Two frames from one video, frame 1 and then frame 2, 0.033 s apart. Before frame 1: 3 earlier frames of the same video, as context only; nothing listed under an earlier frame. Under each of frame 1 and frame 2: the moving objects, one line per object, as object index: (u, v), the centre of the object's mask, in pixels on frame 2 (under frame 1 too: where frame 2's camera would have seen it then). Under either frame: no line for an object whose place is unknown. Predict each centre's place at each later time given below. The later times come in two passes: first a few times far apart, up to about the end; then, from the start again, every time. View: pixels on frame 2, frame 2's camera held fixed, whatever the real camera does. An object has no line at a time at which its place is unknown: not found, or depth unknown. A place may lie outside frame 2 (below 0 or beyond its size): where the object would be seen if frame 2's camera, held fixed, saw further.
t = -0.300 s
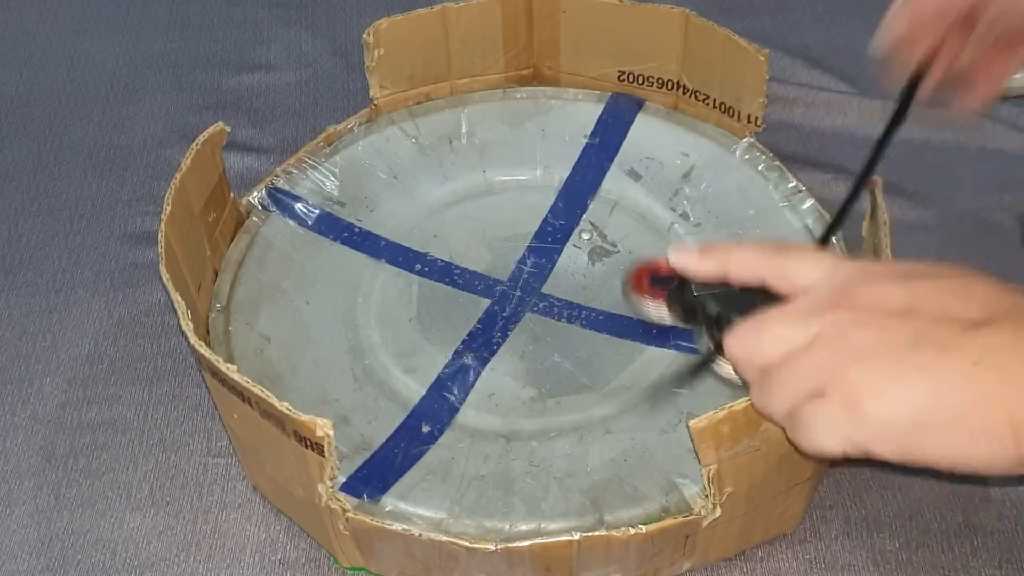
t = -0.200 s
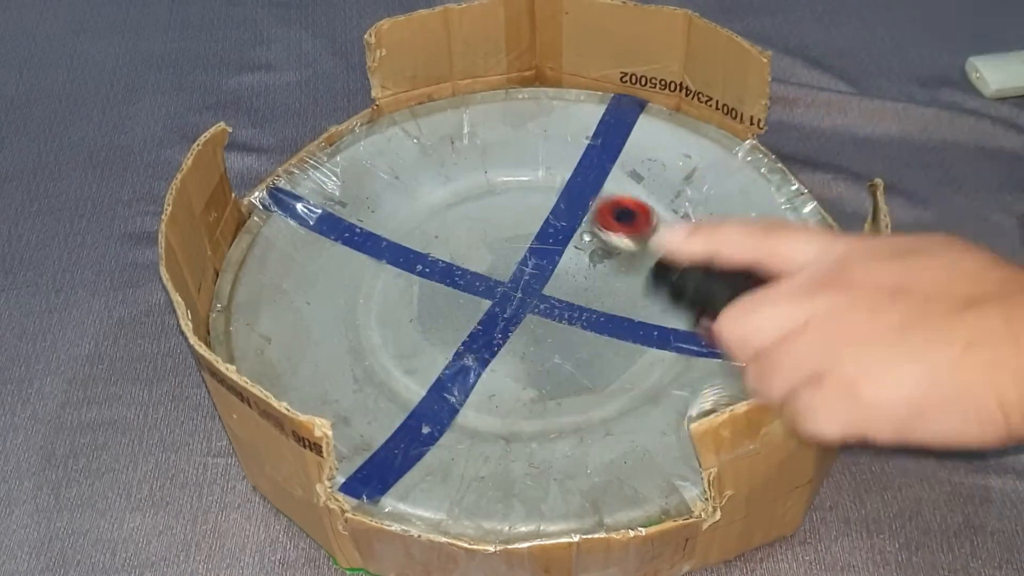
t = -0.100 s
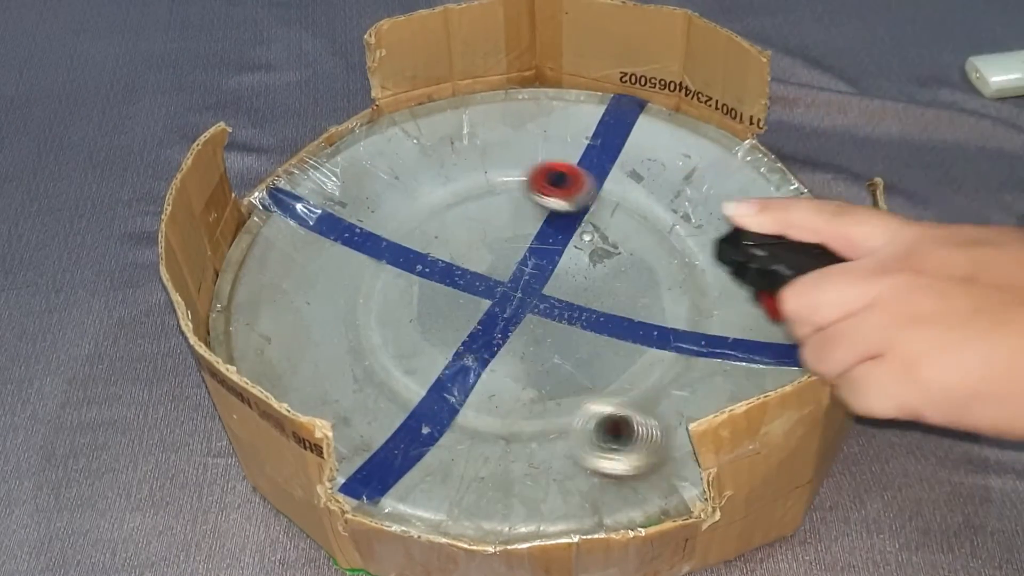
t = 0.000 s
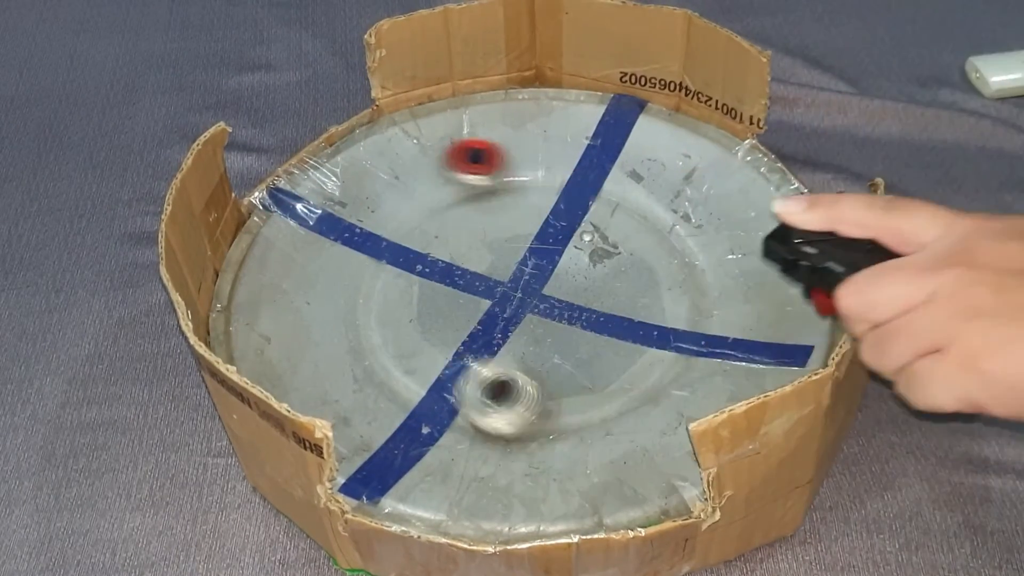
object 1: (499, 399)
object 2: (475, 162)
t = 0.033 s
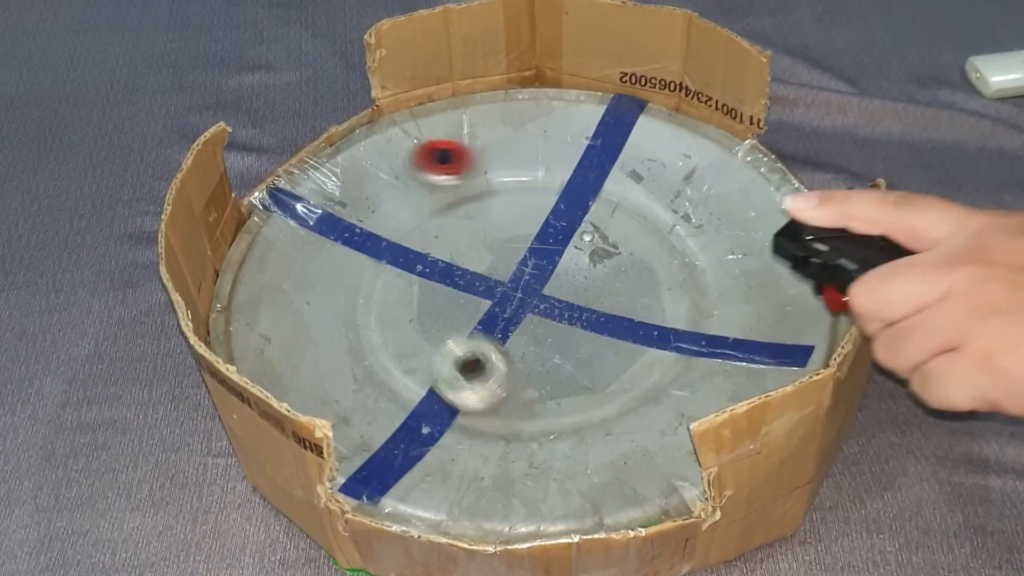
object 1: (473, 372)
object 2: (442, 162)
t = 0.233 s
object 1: (405, 245)
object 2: (281, 221)
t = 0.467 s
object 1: (473, 121)
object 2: (345, 388)
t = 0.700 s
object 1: (579, 87)
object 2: (589, 368)
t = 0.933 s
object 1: (625, 140)
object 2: (607, 231)
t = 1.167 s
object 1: (663, 151)
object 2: (587, 289)
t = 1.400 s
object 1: (643, 214)
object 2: (550, 302)
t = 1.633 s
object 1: (593, 209)
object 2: (494, 214)
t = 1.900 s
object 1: (503, 228)
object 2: (361, 237)
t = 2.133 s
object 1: (430, 242)
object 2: (443, 326)
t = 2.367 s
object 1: (390, 229)
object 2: (594, 270)
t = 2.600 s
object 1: (387, 225)
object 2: (524, 209)
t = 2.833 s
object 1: (369, 247)
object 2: (434, 214)
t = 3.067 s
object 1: (269, 340)
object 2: (452, 214)
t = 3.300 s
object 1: (272, 299)
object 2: (483, 239)
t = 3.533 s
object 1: (331, 311)
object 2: (534, 207)
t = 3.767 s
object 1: (380, 340)
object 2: (512, 202)
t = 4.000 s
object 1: (445, 393)
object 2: (504, 246)
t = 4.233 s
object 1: (499, 407)
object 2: (530, 266)
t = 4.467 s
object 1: (547, 392)
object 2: (592, 302)
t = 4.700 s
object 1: (587, 368)
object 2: (663, 288)
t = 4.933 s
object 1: (659, 332)
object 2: (618, 252)
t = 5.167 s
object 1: (697, 317)
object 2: (553, 314)
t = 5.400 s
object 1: (688, 270)
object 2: (626, 367)
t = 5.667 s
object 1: (682, 226)
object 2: (636, 281)
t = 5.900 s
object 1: (661, 213)
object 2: (524, 301)
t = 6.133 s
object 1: (616, 184)
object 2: (535, 383)
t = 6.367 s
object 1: (570, 165)
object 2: (636, 357)
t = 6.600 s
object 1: (523, 177)
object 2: (562, 283)
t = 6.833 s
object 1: (456, 187)
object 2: (473, 279)
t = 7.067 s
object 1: (416, 217)
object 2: (400, 289)
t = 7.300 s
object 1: (364, 236)
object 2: (406, 334)
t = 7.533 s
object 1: (368, 239)
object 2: (457, 285)
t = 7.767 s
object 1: (268, 221)
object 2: (619, 264)
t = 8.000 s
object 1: (347, 234)
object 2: (658, 223)
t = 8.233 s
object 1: (424, 276)
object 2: (601, 180)
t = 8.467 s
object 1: (459, 326)
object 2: (483, 178)
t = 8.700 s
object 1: (462, 378)
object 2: (391, 253)
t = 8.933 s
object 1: (536, 365)
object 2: (458, 321)
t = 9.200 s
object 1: (679, 379)
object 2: (517, 274)
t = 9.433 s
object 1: (705, 383)
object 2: (476, 254)
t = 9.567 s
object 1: (710, 376)
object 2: (464, 262)
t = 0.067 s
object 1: (458, 343)
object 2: (413, 166)
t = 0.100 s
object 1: (448, 324)
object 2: (382, 170)
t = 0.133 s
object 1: (434, 305)
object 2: (351, 178)
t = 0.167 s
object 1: (419, 287)
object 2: (323, 187)
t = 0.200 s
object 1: (410, 265)
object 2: (300, 200)
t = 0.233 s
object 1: (405, 245)
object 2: (281, 221)
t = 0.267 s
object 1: (407, 224)
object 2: (269, 242)
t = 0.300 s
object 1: (411, 204)
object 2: (263, 268)
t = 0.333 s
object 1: (422, 179)
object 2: (262, 295)
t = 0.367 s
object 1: (433, 164)
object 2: (271, 324)
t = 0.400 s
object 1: (447, 148)
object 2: (287, 352)
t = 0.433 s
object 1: (460, 133)
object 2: (312, 372)
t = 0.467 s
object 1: (473, 121)
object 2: (345, 388)
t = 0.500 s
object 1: (489, 109)
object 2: (384, 397)
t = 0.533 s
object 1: (509, 101)
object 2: (423, 401)
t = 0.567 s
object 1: (528, 94)
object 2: (463, 402)
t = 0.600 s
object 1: (545, 89)
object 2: (499, 400)
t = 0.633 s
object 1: (560, 87)
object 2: (534, 393)
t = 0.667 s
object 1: (571, 86)
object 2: (562, 383)
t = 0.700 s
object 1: (579, 87)
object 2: (589, 368)
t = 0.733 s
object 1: (587, 91)
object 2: (611, 351)
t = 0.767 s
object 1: (594, 95)
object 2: (624, 328)
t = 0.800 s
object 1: (600, 101)
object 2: (629, 308)
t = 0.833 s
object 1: (606, 110)
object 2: (632, 286)
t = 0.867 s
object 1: (613, 120)
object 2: (627, 264)
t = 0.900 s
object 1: (620, 129)
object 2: (618, 244)
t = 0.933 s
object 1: (625, 140)
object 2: (607, 231)
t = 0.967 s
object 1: (629, 152)
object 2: (601, 221)
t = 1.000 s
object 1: (631, 152)
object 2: (612, 220)
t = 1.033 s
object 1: (641, 138)
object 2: (612, 228)
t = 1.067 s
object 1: (649, 135)
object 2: (609, 247)
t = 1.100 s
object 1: (655, 136)
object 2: (603, 256)
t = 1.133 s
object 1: (660, 141)
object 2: (596, 275)
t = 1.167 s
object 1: (663, 151)
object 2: (587, 289)
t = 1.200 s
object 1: (665, 161)
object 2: (576, 302)
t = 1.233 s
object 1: (665, 172)
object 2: (566, 312)
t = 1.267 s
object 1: (664, 182)
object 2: (556, 317)
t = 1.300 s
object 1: (660, 191)
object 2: (549, 318)
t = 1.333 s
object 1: (656, 202)
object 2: (546, 316)
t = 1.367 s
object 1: (652, 209)
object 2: (547, 311)
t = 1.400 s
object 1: (643, 214)
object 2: (550, 302)
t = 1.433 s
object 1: (632, 218)
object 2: (554, 290)
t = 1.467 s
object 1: (625, 219)
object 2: (555, 276)
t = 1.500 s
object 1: (613, 220)
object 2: (551, 262)
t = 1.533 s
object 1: (606, 219)
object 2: (540, 249)
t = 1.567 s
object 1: (600, 217)
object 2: (526, 237)
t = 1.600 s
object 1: (598, 212)
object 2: (510, 225)
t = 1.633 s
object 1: (593, 209)
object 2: (494, 214)
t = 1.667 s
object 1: (585, 207)
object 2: (479, 205)
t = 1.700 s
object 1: (578, 206)
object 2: (463, 200)
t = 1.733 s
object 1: (569, 206)
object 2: (443, 199)
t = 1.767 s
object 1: (558, 208)
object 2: (425, 201)
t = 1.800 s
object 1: (543, 214)
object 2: (406, 206)
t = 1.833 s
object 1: (528, 220)
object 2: (385, 213)
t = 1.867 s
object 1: (515, 224)
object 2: (369, 224)
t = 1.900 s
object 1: (503, 228)
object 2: (361, 237)
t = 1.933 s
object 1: (492, 233)
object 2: (357, 254)
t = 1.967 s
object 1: (482, 235)
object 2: (360, 272)
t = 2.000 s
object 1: (471, 237)
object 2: (366, 293)
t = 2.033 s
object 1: (460, 241)
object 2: (377, 306)
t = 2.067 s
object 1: (450, 242)
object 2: (396, 319)
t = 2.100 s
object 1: (440, 242)
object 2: (418, 325)
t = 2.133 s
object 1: (430, 242)
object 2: (443, 326)
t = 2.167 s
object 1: (421, 242)
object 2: (468, 321)
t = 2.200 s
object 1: (415, 240)
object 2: (497, 314)
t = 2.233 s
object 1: (410, 237)
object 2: (525, 310)
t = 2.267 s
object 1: (406, 235)
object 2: (552, 304)
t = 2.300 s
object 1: (400, 232)
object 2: (574, 295)
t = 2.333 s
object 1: (394, 230)
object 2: (588, 282)
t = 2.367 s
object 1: (390, 229)
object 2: (594, 270)
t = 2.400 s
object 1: (387, 227)
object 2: (593, 258)
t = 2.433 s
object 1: (385, 225)
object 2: (585, 249)
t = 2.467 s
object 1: (385, 224)
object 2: (576, 241)
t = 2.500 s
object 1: (385, 223)
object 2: (562, 234)
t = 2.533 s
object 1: (387, 223)
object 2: (548, 227)
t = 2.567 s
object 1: (387, 224)
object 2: (536, 219)
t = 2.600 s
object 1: (387, 225)
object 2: (524, 209)
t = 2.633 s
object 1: (388, 227)
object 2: (514, 201)
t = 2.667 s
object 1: (388, 228)
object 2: (500, 195)
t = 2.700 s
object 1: (388, 230)
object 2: (484, 195)
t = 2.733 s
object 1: (387, 231)
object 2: (466, 198)
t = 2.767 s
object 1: (386, 234)
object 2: (448, 204)
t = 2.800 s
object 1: (376, 240)
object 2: (442, 208)
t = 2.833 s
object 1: (369, 247)
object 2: (434, 214)
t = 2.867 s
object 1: (366, 251)
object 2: (426, 222)
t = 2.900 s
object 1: (346, 271)
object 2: (434, 214)
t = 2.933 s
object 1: (326, 294)
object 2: (444, 208)
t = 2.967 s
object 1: (307, 312)
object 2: (451, 206)
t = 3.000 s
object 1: (293, 326)
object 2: (456, 208)
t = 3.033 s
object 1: (282, 336)
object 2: (456, 210)
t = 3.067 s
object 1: (269, 340)
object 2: (452, 214)
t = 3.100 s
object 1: (258, 341)
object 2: (449, 219)
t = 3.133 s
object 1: (251, 336)
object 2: (448, 225)
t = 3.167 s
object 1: (249, 329)
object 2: (451, 230)
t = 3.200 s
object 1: (251, 320)
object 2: (456, 234)
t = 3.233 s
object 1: (256, 311)
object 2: (465, 238)
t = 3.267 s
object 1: (263, 304)
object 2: (474, 240)
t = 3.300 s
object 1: (272, 299)
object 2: (483, 239)
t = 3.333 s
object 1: (282, 295)
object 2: (494, 238)
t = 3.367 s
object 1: (293, 294)
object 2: (503, 236)
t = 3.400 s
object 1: (302, 294)
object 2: (510, 232)
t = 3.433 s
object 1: (311, 296)
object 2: (516, 227)
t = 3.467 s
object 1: (318, 300)
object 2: (524, 220)
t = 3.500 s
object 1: (326, 305)
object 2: (529, 214)
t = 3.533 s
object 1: (331, 311)
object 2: (534, 207)
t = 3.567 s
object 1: (337, 316)
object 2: (539, 201)
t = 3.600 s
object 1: (342, 322)
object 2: (543, 196)
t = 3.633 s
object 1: (349, 327)
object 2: (542, 192)
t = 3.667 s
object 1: (355, 332)
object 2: (537, 191)
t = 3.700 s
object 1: (363, 335)
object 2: (529, 193)
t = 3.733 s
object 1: (371, 338)
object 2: (520, 197)
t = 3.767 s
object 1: (380, 340)
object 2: (512, 202)
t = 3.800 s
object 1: (388, 345)
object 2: (504, 208)
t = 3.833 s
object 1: (396, 351)
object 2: (499, 215)
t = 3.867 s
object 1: (407, 359)
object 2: (497, 221)
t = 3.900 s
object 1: (418, 367)
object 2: (497, 228)
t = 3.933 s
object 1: (427, 377)
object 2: (499, 234)
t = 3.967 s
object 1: (436, 386)
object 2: (501, 241)
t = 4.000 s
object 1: (445, 393)
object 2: (504, 246)
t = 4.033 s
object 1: (454, 397)
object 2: (510, 250)
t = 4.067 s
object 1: (464, 401)
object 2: (514, 254)
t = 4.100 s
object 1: (473, 404)
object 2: (517, 256)
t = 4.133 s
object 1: (480, 406)
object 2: (521, 258)
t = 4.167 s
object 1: (486, 407)
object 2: (524, 260)
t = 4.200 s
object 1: (493, 407)
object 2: (526, 262)
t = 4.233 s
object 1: (499, 407)
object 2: (530, 266)
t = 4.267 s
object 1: (505, 405)
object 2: (536, 272)
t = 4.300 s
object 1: (510, 403)
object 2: (542, 278)
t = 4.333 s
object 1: (515, 401)
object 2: (551, 283)
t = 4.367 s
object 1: (522, 398)
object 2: (561, 289)
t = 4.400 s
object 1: (532, 395)
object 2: (571, 295)
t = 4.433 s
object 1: (540, 393)
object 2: (582, 300)
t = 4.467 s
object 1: (547, 392)
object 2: (592, 302)
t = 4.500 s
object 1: (552, 390)
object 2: (600, 303)
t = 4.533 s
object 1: (555, 388)
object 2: (610, 304)
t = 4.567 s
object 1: (559, 385)
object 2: (621, 303)
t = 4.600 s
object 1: (565, 381)
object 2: (634, 302)
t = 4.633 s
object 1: (571, 377)
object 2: (646, 299)
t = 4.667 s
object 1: (579, 372)
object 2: (655, 294)
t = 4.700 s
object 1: (587, 368)
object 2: (663, 288)
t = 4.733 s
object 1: (595, 363)
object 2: (667, 280)
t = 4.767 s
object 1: (605, 357)
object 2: (668, 272)
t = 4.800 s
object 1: (616, 350)
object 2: (664, 262)
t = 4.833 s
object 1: (627, 345)
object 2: (656, 253)
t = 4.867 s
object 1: (638, 340)
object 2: (645, 247)
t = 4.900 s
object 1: (649, 336)
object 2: (632, 248)
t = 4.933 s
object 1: (659, 332)
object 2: (618, 252)
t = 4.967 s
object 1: (667, 330)
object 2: (605, 261)
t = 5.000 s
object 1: (676, 328)
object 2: (591, 270)
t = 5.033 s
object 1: (684, 325)
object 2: (574, 280)
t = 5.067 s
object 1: (691, 324)
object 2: (561, 289)
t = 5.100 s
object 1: (694, 322)
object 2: (554, 298)
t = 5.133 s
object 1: (696, 320)
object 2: (551, 306)
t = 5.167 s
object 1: (697, 317)
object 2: (553, 314)
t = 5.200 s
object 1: (698, 314)
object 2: (560, 324)
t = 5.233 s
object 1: (696, 310)
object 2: (571, 334)
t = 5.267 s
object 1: (692, 303)
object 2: (582, 344)
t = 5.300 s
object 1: (689, 296)
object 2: (593, 355)
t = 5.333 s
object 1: (687, 289)
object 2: (602, 363)
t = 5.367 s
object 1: (687, 280)
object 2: (614, 368)
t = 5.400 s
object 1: (688, 270)
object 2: (626, 367)
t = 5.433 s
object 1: (687, 261)
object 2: (641, 361)
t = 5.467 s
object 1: (686, 254)
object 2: (655, 351)
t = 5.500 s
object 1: (684, 246)
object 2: (665, 338)
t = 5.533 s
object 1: (683, 239)
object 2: (666, 322)
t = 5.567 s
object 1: (683, 233)
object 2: (664, 308)
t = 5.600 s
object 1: (684, 229)
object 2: (656, 296)
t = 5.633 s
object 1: (683, 227)
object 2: (648, 287)
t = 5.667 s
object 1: (682, 226)
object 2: (636, 281)
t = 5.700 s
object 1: (680, 224)
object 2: (623, 278)
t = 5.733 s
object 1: (679, 223)
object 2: (607, 279)
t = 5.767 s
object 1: (676, 222)
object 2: (590, 280)
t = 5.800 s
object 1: (673, 221)
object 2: (570, 284)
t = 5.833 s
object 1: (669, 218)
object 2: (552, 288)
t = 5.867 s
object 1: (665, 216)
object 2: (535, 294)
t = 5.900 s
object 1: (661, 213)
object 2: (524, 301)
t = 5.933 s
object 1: (654, 210)
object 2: (517, 311)
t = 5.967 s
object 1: (650, 206)
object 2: (517, 321)
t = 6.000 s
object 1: (643, 202)
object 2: (520, 332)
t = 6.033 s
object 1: (636, 196)
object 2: (525, 345)
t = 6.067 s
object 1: (630, 191)
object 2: (528, 359)
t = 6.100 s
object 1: (623, 188)
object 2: (532, 371)
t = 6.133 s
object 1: (616, 184)
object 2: (535, 383)
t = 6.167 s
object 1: (609, 180)
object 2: (540, 393)
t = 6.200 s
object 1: (603, 178)
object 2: (550, 398)
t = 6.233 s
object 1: (595, 175)
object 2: (564, 398)
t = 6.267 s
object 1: (590, 171)
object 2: (584, 394)
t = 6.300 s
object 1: (583, 168)
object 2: (606, 385)
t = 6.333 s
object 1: (576, 166)
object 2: (624, 372)
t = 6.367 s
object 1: (570, 165)
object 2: (636, 357)
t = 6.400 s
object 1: (562, 166)
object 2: (640, 343)
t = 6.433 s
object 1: (555, 167)
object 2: (636, 328)
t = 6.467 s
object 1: (548, 170)
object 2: (625, 316)
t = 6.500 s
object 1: (542, 173)
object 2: (610, 305)
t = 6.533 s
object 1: (536, 175)
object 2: (595, 296)
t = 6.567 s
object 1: (531, 176)
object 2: (579, 289)
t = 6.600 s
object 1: (523, 177)
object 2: (562, 283)
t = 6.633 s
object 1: (515, 177)
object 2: (544, 280)
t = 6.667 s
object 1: (503, 178)
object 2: (528, 280)
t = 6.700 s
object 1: (488, 180)
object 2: (514, 280)
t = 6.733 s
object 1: (474, 181)
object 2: (500, 279)
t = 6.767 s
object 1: (465, 183)
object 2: (489, 278)
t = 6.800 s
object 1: (460, 185)
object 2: (481, 278)
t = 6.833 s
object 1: (456, 187)
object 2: (473, 279)
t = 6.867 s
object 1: (453, 190)
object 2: (462, 279)
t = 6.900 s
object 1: (449, 194)
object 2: (452, 280)
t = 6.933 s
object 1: (446, 197)
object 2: (441, 281)
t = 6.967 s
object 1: (441, 201)
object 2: (430, 282)
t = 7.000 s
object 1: (434, 205)
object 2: (418, 284)
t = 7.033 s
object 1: (426, 211)
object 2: (409, 286)
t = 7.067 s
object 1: (416, 217)
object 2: (400, 289)
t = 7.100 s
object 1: (406, 222)
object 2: (393, 294)
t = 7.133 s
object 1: (397, 227)
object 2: (387, 301)
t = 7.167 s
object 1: (389, 230)
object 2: (385, 309)
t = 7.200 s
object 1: (382, 232)
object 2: (386, 318)
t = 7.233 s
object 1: (375, 234)
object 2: (391, 326)
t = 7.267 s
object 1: (369, 235)
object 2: (398, 332)
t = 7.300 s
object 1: (364, 236)
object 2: (406, 334)
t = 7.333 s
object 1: (363, 237)
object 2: (414, 333)
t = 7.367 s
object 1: (363, 238)
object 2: (423, 328)
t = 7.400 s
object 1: (364, 239)
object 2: (432, 321)
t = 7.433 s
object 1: (364, 238)
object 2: (441, 313)
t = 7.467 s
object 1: (365, 238)
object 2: (449, 303)
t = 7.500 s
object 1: (366, 238)
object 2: (456, 294)
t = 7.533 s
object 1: (368, 239)
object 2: (457, 285)
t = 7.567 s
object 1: (370, 243)
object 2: (456, 277)
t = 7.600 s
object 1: (373, 247)
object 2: (451, 270)
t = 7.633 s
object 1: (343, 244)
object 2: (476, 267)
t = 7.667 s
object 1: (299, 235)
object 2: (519, 268)
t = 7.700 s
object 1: (266, 226)
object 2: (558, 267)
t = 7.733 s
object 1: (258, 222)
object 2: (593, 264)
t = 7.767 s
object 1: (268, 221)
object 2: (619, 264)
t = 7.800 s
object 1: (279, 221)
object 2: (642, 263)
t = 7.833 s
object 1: (292, 222)
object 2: (659, 261)
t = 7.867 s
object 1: (305, 222)
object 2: (667, 256)
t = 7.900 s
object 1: (315, 223)
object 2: (670, 249)
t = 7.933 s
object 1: (326, 226)
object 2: (667, 240)
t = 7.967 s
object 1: (336, 229)
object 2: (662, 231)
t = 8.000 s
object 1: (347, 234)
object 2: (658, 223)
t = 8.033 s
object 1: (356, 239)
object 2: (658, 218)
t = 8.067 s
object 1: (367, 243)
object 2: (655, 212)
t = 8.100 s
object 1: (380, 249)
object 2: (649, 206)
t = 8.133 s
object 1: (392, 255)
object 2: (638, 199)
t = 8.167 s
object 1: (403, 262)
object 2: (626, 191)
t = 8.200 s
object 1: (414, 269)
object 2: (614, 185)
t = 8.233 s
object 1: (424, 276)
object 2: (601, 180)
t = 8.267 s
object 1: (432, 282)
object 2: (587, 177)
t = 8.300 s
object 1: (439, 290)
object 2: (573, 175)
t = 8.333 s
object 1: (445, 298)
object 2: (559, 172)
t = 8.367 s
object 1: (450, 305)
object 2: (543, 170)
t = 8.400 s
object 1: (454, 312)
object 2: (523, 170)
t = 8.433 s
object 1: (458, 319)
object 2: (504, 173)
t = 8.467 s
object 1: (459, 326)
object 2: (483, 178)
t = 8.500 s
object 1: (461, 334)
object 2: (465, 184)
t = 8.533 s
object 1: (456, 342)
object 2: (447, 193)
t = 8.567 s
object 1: (451, 352)
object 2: (429, 204)
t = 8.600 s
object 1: (449, 362)
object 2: (413, 217)
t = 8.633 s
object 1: (450, 370)
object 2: (400, 229)
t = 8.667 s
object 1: (455, 376)
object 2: (392, 240)
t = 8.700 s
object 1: (462, 378)
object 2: (391, 253)
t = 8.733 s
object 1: (470, 377)
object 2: (391, 266)
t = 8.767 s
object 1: (478, 375)
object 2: (392, 281)
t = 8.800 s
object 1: (486, 375)
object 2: (397, 295)
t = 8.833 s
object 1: (497, 373)
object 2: (407, 307)
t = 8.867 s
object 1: (510, 371)
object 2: (421, 315)
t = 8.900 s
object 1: (523, 368)
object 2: (439, 319)
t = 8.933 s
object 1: (536, 365)
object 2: (458, 321)
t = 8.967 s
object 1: (549, 362)
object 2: (478, 320)
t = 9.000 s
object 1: (561, 359)
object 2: (496, 321)
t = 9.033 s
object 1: (586, 361)
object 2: (502, 315)
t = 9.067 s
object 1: (624, 370)
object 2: (502, 305)
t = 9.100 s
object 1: (649, 373)
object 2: (505, 296)
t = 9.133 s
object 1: (665, 373)
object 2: (512, 288)
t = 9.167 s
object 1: (673, 376)
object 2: (516, 281)
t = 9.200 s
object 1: (679, 379)
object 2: (517, 274)
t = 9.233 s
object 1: (683, 382)
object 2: (517, 268)
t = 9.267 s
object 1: (688, 384)
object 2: (514, 263)
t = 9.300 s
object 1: (691, 385)
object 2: (509, 259)
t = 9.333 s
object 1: (696, 385)
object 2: (504, 254)
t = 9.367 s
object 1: (699, 385)
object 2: (495, 251)
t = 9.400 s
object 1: (702, 384)
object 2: (486, 252)
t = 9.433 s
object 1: (705, 383)
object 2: (476, 254)
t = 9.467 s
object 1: (707, 382)
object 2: (469, 255)
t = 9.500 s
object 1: (709, 381)
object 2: (467, 258)
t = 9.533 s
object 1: (710, 379)
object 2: (466, 260)
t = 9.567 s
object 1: (710, 376)
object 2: (464, 262)
